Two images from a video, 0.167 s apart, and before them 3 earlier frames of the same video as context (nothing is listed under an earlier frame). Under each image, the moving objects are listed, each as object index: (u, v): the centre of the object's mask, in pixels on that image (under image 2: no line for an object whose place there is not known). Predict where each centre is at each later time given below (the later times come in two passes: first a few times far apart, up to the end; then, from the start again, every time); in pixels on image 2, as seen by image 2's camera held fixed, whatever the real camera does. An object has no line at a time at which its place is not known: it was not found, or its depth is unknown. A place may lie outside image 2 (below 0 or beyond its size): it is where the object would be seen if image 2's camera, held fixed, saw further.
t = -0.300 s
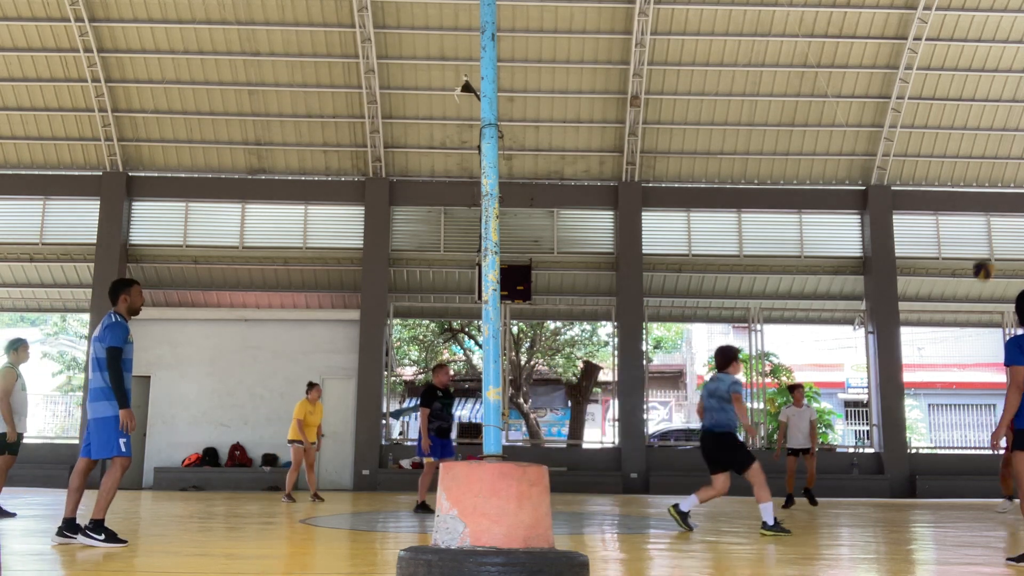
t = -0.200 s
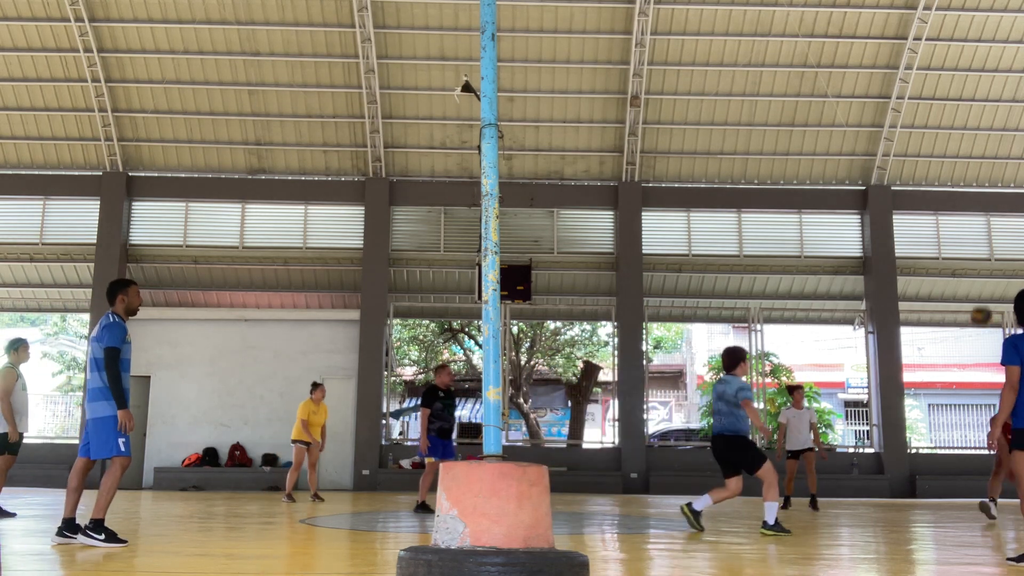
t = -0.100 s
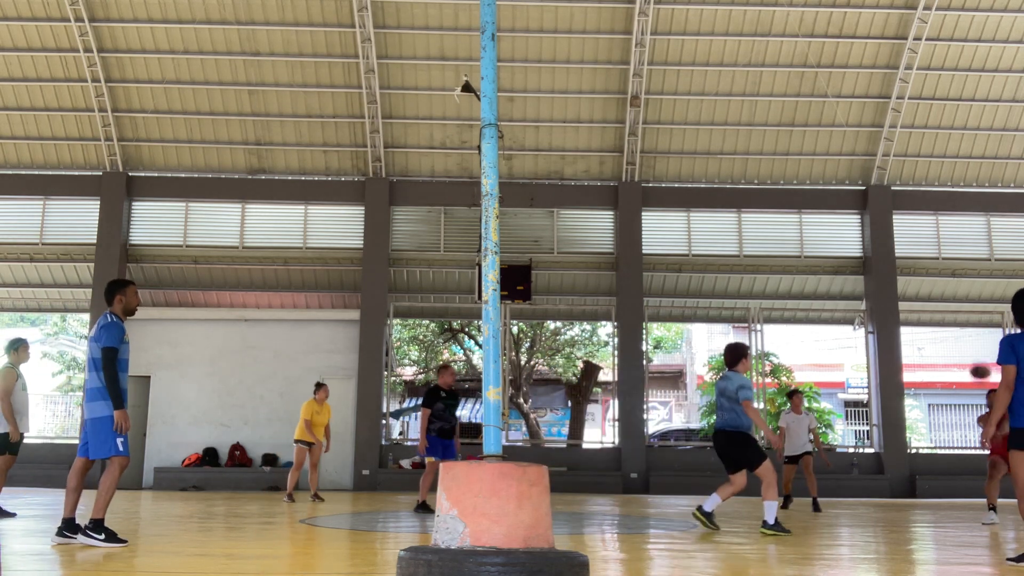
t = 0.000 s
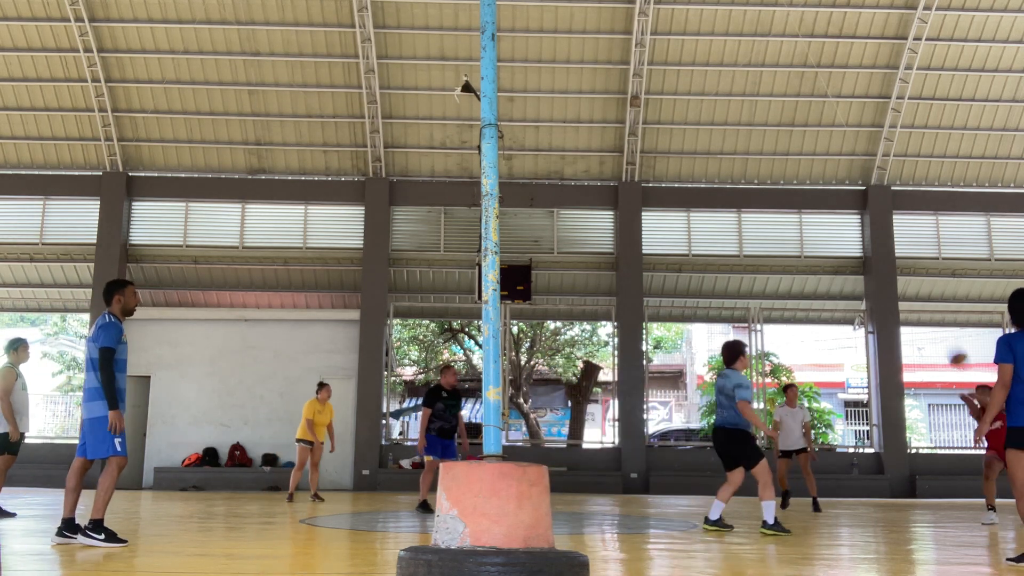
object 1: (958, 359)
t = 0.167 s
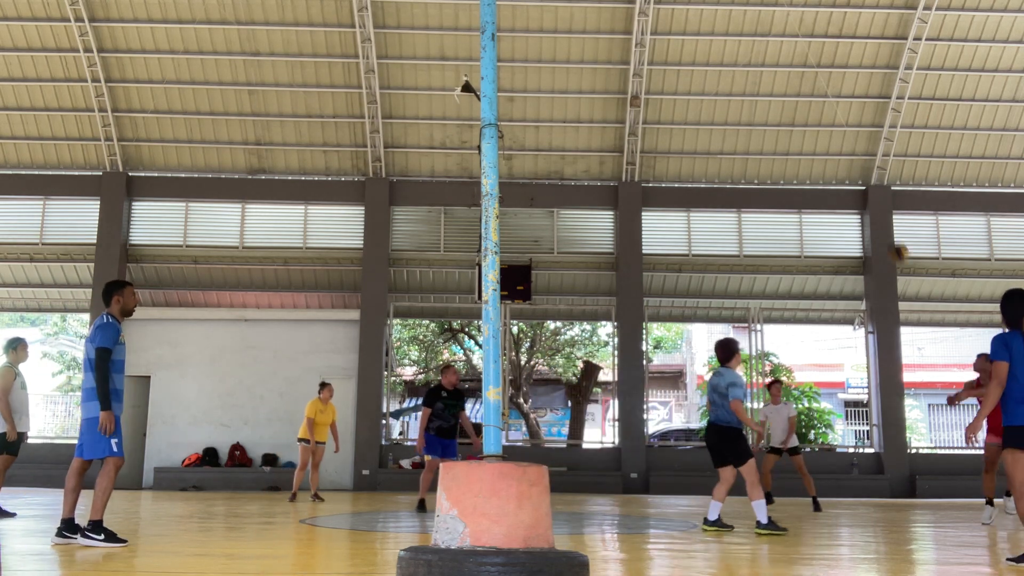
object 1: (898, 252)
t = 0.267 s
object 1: (868, 207)
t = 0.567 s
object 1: (792, 141)
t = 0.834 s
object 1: (739, 148)
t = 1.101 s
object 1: (696, 201)
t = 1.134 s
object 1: (690, 210)
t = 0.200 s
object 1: (888, 237)
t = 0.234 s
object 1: (878, 221)
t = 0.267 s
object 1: (868, 207)
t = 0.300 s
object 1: (859, 196)
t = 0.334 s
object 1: (849, 185)
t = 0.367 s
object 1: (841, 176)
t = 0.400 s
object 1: (832, 168)
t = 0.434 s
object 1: (823, 160)
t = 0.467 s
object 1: (815, 154)
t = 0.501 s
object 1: (807, 149)
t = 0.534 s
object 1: (799, 145)
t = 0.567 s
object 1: (792, 141)
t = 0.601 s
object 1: (785, 139)
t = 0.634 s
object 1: (778, 138)
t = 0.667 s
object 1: (771, 138)
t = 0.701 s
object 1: (764, 138)
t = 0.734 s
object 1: (757, 139)
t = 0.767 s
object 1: (751, 141)
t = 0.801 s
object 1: (745, 144)
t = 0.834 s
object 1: (739, 148)
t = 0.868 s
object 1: (733, 152)
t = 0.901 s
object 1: (727, 157)
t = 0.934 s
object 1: (721, 163)
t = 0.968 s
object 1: (716, 169)
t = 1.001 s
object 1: (710, 176)
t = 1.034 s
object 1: (706, 185)
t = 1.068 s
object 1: (700, 193)
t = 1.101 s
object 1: (696, 201)
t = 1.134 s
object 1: (690, 210)
